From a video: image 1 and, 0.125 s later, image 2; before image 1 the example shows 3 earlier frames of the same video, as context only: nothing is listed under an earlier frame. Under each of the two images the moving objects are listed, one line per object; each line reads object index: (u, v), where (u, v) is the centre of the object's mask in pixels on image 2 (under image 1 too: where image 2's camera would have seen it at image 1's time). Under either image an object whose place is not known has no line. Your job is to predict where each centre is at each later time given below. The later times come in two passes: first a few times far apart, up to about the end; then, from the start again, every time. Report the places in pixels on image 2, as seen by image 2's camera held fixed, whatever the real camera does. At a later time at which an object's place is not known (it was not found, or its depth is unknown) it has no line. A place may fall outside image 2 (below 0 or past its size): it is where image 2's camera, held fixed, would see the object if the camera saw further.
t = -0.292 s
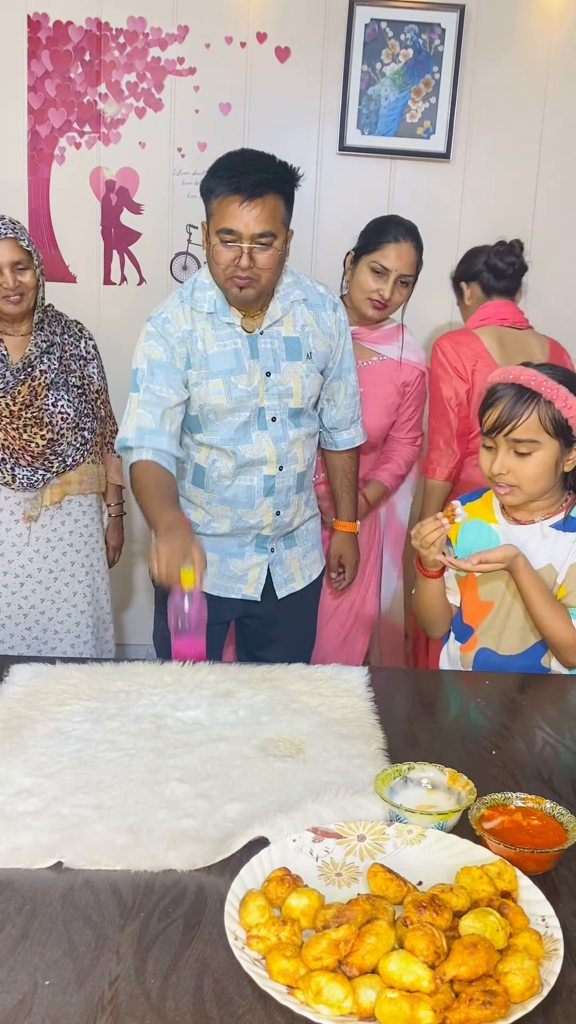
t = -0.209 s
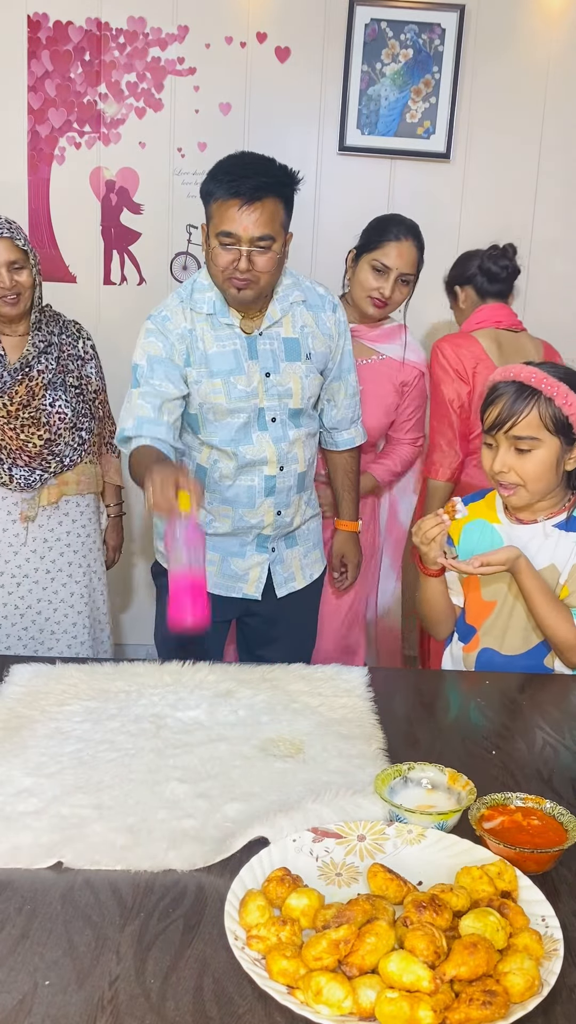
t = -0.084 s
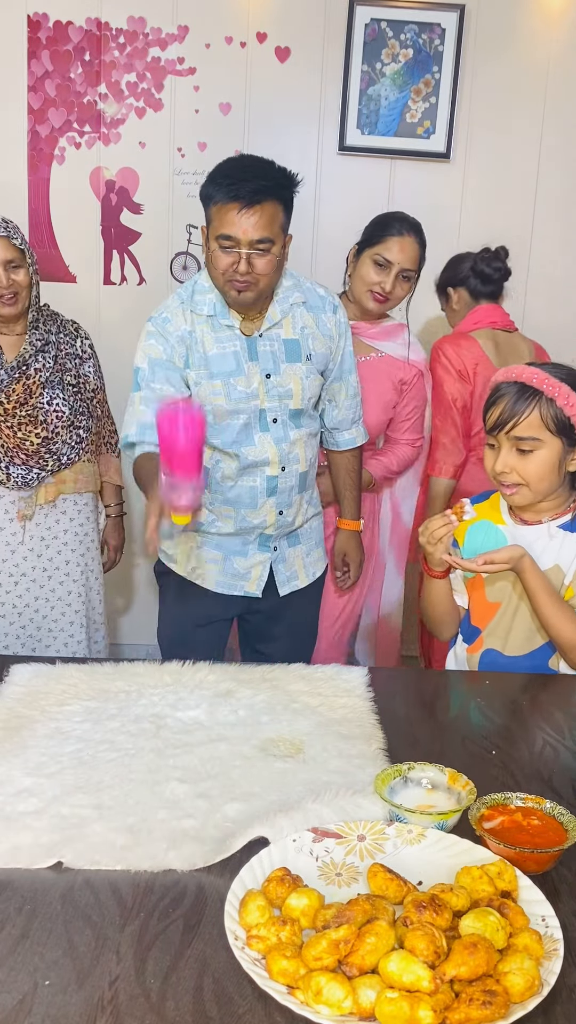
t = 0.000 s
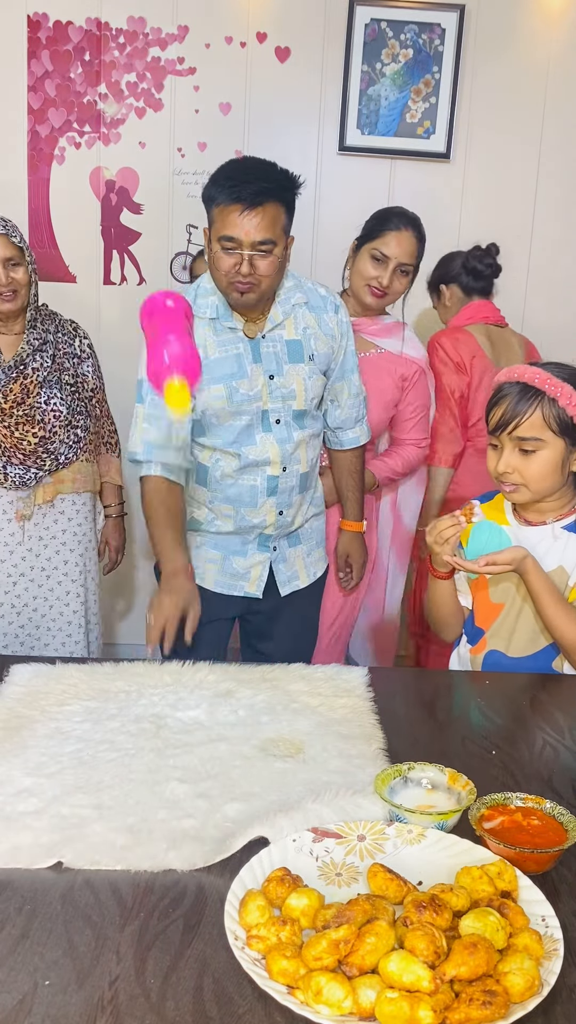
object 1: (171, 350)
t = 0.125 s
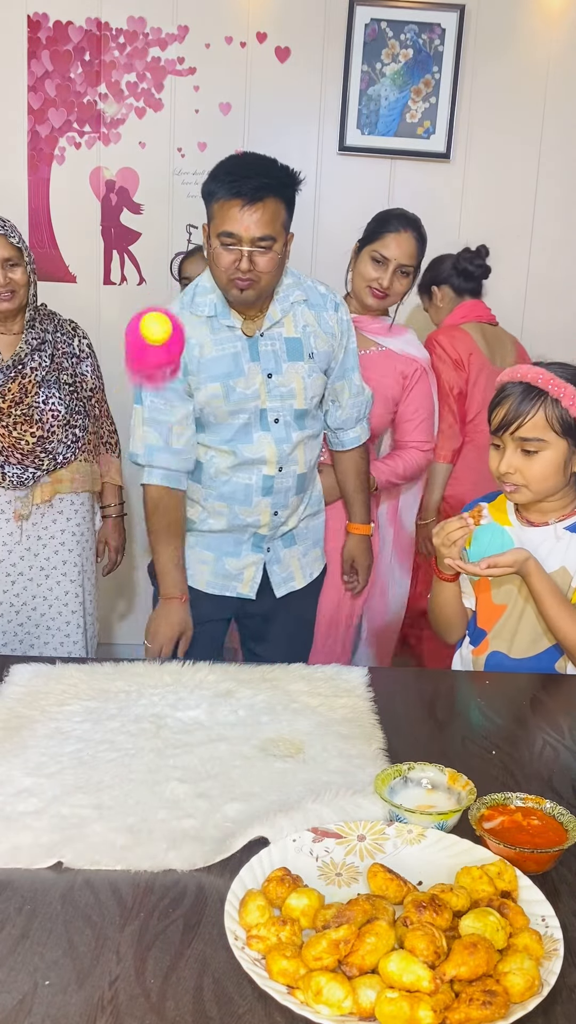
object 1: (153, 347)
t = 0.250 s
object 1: (133, 481)
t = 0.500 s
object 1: (120, 702)
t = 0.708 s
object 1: (118, 702)
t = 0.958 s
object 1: (117, 702)
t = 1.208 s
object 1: (117, 702)
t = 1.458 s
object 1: (117, 702)
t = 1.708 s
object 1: (117, 702)
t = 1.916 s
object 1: (117, 702)
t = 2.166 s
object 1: (117, 702)
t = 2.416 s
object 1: (117, 703)
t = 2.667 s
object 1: (117, 702)
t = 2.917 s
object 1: (117, 703)
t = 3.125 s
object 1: (117, 703)
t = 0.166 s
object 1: (147, 374)
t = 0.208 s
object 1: (140, 418)
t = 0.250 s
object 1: (133, 481)
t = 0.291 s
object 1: (127, 561)
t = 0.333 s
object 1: (119, 645)
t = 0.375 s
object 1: (116, 700)
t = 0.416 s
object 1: (119, 701)
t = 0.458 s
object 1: (120, 702)
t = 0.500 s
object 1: (120, 702)
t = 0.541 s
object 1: (118, 702)
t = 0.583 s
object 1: (116, 702)
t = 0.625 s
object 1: (117, 702)
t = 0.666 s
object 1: (118, 702)
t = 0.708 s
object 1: (118, 702)
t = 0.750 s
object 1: (117, 702)
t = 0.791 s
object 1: (118, 702)
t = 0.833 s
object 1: (117, 702)
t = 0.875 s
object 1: (117, 702)
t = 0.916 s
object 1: (117, 702)
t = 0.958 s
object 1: (117, 702)
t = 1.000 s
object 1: (117, 702)
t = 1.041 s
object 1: (117, 702)
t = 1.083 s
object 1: (117, 702)
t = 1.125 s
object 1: (117, 702)
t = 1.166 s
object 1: (117, 702)
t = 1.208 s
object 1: (117, 702)
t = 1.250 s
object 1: (117, 702)
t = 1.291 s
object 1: (117, 702)
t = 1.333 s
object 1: (117, 702)
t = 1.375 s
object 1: (117, 702)
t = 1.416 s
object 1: (117, 702)
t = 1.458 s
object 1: (117, 702)
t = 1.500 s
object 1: (117, 702)
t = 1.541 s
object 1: (117, 702)
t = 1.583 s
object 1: (117, 702)
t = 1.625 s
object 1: (117, 702)
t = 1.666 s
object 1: (117, 702)
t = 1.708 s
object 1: (117, 702)
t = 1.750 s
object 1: (117, 702)
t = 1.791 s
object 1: (117, 702)
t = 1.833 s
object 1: (117, 702)
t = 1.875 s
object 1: (117, 702)
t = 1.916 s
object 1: (117, 702)
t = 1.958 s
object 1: (117, 702)
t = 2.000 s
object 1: (117, 702)
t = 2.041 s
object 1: (117, 703)
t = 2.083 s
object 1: (117, 703)
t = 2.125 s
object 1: (117, 703)
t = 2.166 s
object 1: (117, 702)
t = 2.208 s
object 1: (117, 702)
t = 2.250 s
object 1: (117, 703)
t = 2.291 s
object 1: (118, 703)
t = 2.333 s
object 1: (117, 703)
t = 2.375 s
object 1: (118, 703)
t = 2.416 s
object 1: (117, 703)
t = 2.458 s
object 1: (117, 703)
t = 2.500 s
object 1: (117, 703)
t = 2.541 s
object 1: (117, 703)
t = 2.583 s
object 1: (117, 702)
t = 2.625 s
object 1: (117, 702)
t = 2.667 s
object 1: (117, 702)
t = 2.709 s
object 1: (117, 702)
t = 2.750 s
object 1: (117, 703)
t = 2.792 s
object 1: (117, 703)
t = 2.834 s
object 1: (117, 703)
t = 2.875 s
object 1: (117, 703)
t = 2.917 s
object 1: (117, 703)
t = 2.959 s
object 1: (117, 703)
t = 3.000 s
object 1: (117, 703)
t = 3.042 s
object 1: (117, 703)
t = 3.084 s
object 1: (117, 703)
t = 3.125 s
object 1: (117, 703)
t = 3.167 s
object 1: (117, 703)
